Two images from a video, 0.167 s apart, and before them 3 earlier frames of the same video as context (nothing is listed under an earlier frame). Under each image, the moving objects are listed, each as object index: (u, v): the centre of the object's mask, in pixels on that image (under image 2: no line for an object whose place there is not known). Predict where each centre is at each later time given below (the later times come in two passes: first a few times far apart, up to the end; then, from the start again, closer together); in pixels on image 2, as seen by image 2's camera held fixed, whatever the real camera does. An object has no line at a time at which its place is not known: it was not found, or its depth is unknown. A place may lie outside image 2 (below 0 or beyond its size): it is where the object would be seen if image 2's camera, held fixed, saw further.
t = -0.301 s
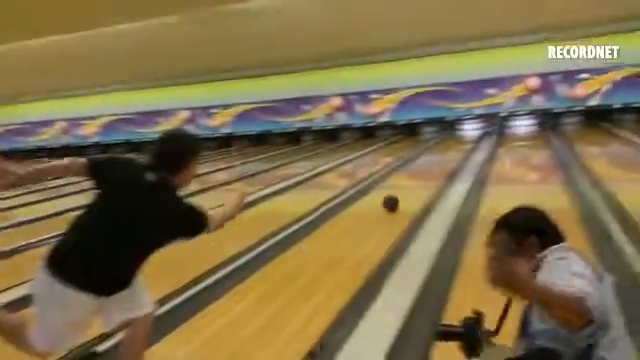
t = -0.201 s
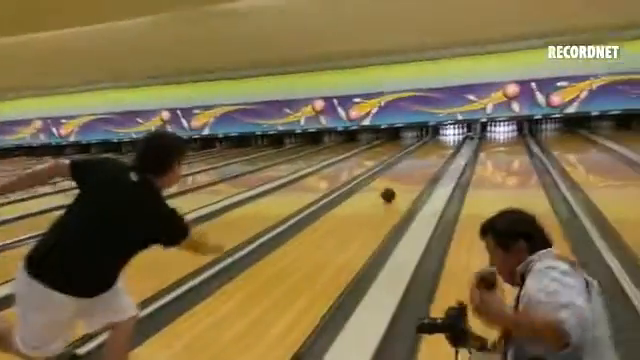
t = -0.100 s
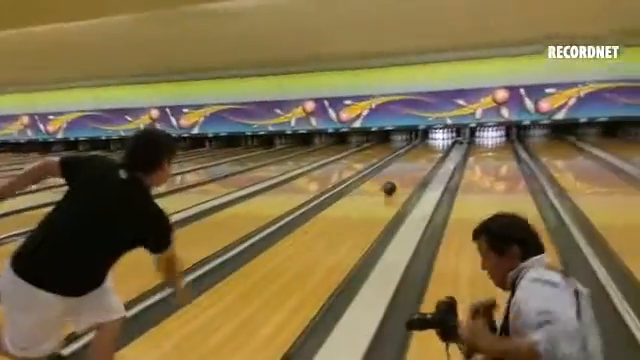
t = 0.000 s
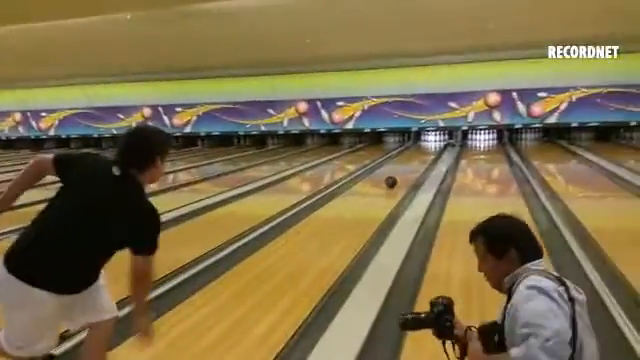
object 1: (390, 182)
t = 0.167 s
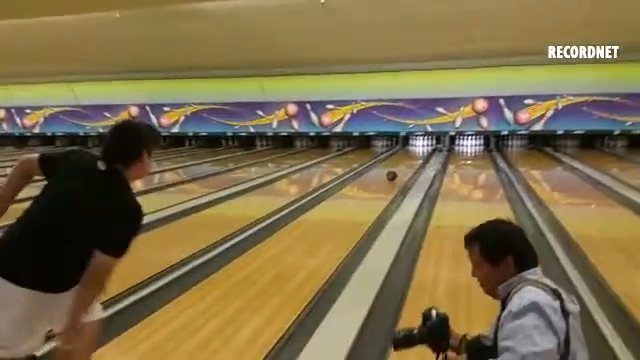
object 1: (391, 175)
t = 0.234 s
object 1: (394, 172)
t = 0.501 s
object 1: (408, 163)
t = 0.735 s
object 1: (415, 156)
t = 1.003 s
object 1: (422, 149)
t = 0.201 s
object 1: (393, 174)
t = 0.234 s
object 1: (394, 172)
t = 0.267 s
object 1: (397, 171)
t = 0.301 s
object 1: (399, 170)
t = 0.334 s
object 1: (400, 169)
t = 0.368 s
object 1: (402, 167)
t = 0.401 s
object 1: (404, 166)
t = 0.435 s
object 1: (406, 165)
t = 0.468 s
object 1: (408, 164)
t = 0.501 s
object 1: (408, 163)
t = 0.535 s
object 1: (410, 161)
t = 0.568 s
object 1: (411, 161)
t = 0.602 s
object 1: (413, 159)
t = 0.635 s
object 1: (413, 159)
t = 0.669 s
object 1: (413, 158)
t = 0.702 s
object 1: (414, 156)
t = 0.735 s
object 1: (415, 156)
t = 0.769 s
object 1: (415, 154)
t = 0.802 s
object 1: (418, 154)
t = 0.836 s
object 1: (419, 154)
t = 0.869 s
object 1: (419, 153)
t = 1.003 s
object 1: (422, 149)
